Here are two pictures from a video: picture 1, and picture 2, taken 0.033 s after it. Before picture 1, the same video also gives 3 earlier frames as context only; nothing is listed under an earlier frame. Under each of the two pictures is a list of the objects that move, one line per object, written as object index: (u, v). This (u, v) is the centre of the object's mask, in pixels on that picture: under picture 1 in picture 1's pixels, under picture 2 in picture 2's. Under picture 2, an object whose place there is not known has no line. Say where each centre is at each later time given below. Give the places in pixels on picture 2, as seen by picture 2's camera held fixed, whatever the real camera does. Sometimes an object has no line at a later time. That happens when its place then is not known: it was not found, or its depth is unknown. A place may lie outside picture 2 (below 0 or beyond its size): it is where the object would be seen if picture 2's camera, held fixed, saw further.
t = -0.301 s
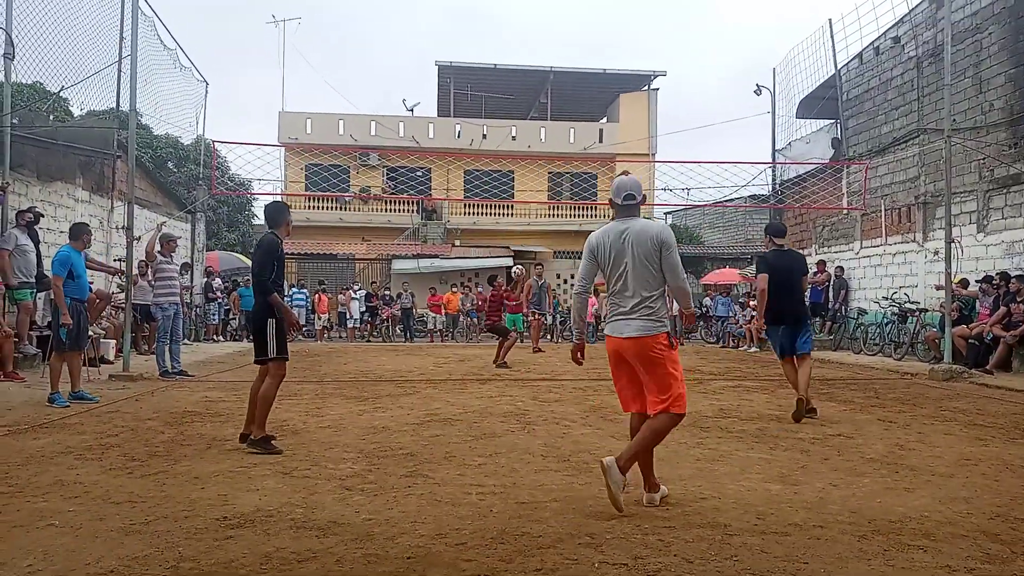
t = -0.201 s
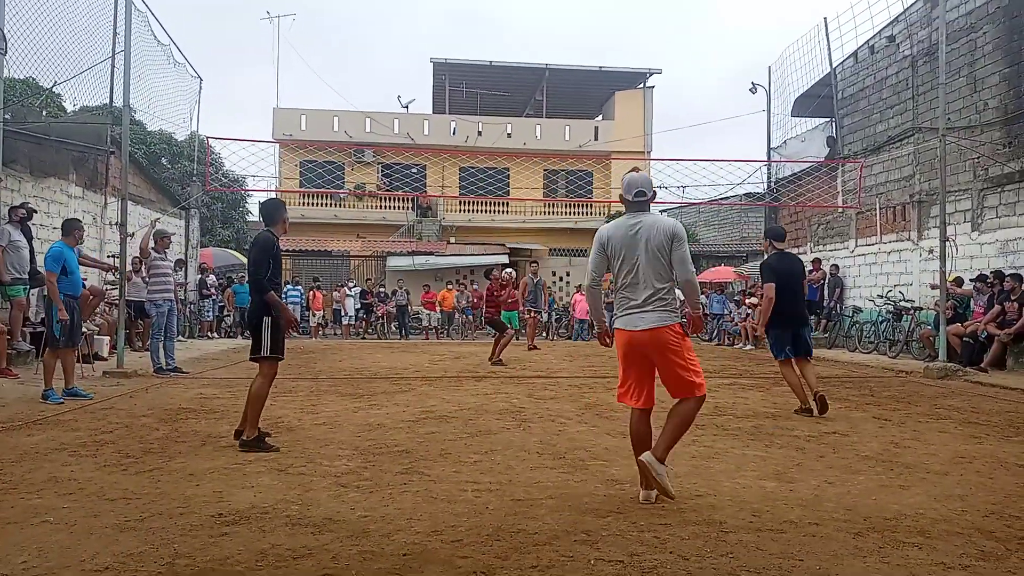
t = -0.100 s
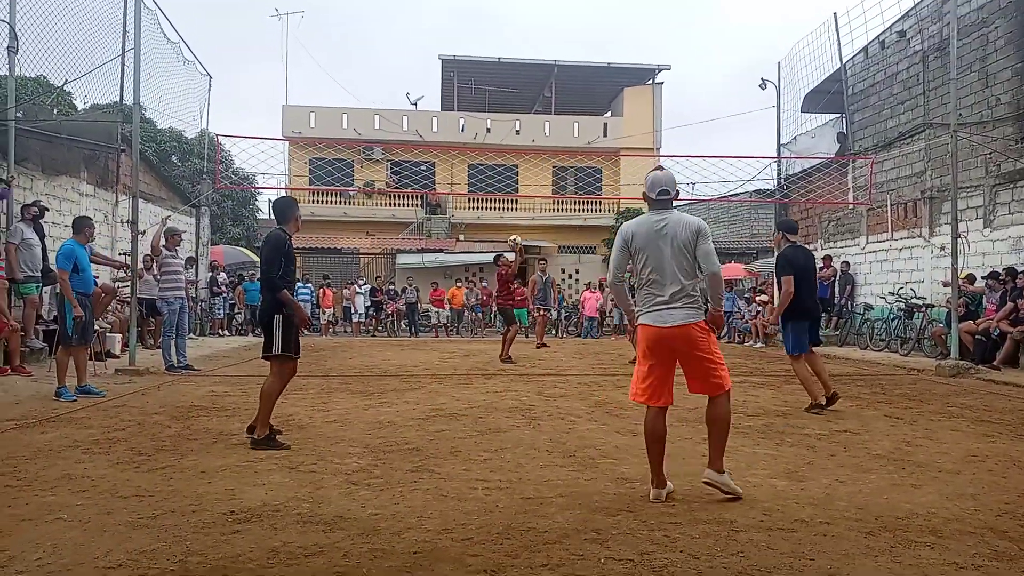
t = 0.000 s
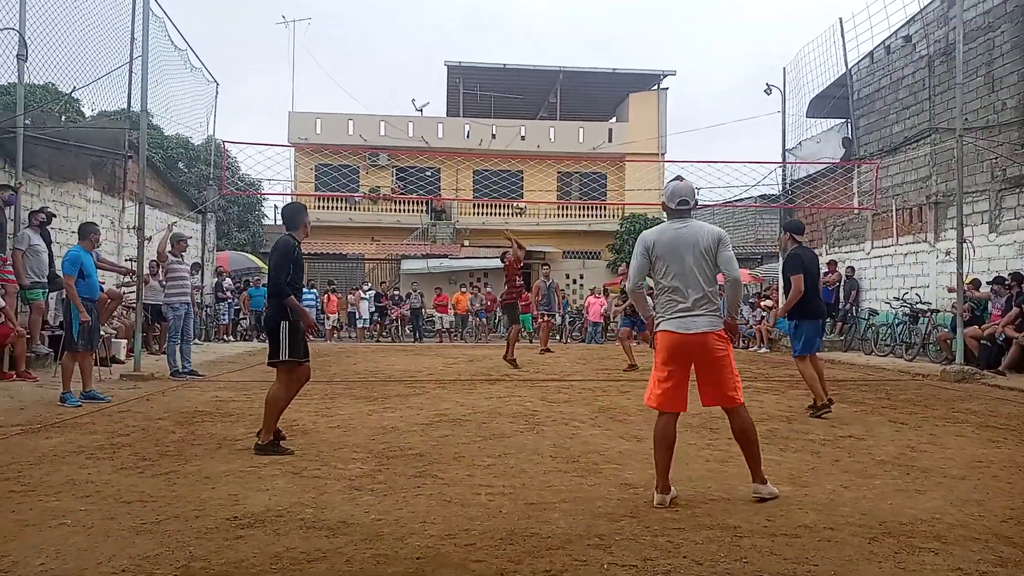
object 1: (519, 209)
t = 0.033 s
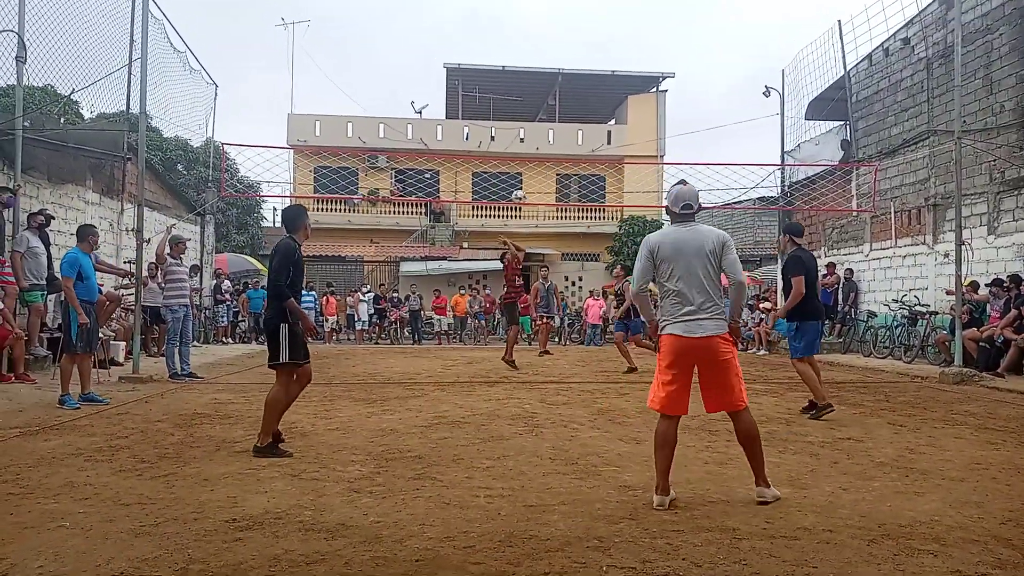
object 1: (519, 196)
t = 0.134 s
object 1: (519, 163)
